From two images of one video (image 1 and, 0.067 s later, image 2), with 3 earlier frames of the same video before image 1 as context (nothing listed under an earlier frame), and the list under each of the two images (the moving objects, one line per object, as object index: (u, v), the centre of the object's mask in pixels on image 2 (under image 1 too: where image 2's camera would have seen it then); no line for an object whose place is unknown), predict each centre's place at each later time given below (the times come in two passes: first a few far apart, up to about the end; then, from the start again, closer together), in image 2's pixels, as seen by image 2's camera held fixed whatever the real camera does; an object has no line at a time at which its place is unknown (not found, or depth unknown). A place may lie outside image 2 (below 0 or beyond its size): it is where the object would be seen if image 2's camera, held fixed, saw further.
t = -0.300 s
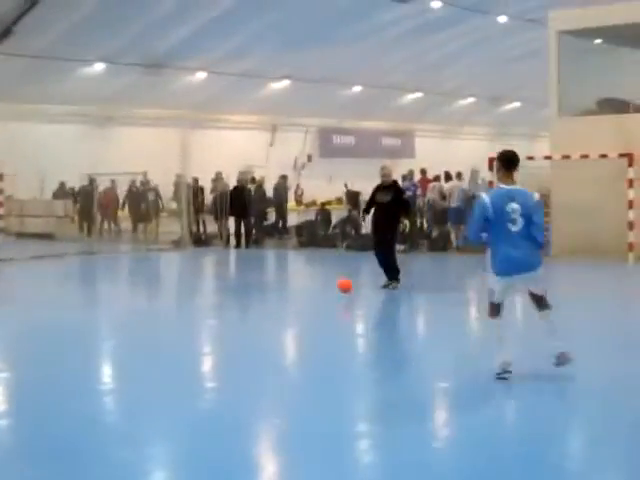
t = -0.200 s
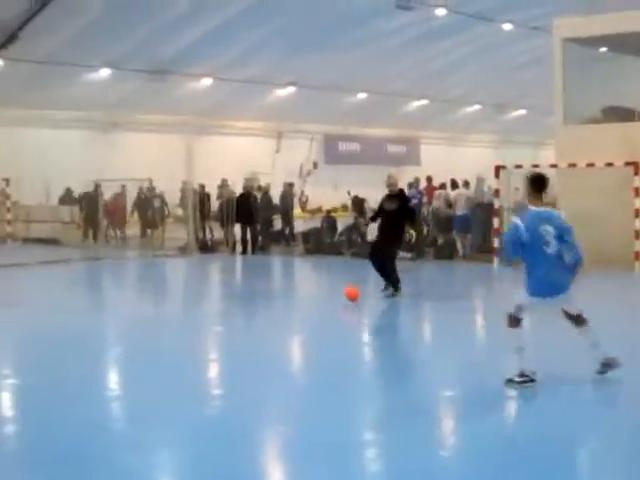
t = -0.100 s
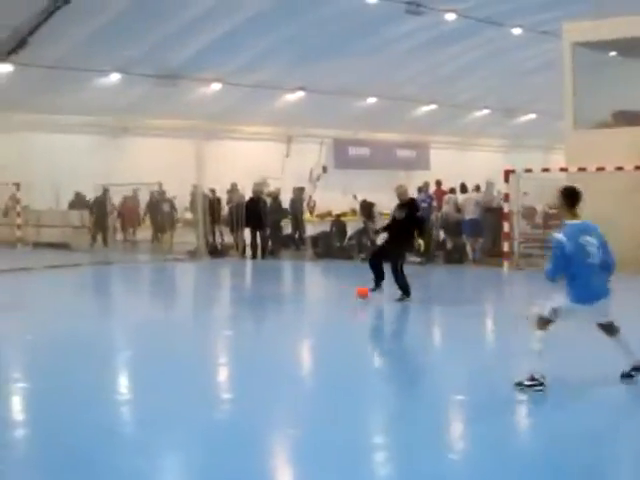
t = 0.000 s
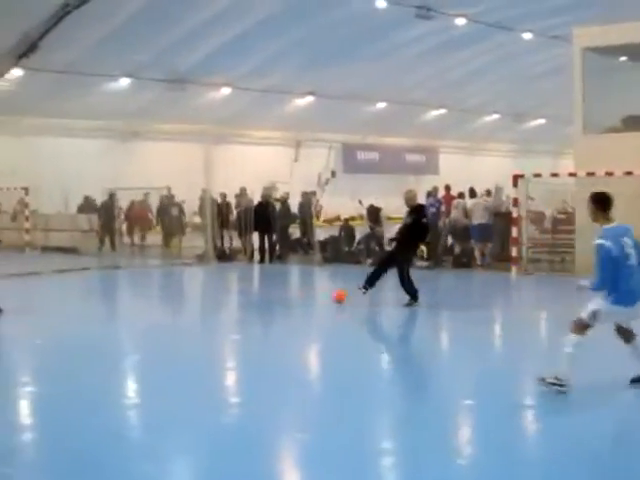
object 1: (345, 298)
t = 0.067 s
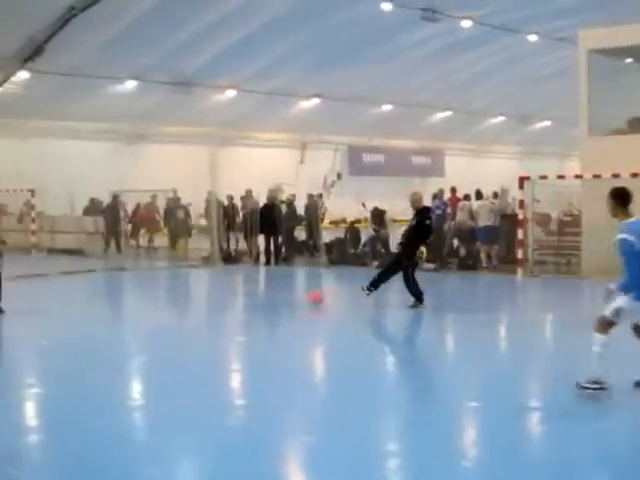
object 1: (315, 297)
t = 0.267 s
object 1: (243, 299)
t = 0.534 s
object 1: (167, 301)
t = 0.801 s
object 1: (100, 304)
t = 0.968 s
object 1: (57, 306)
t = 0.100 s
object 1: (303, 300)
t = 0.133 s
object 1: (290, 300)
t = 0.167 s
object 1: (277, 300)
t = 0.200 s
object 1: (265, 300)
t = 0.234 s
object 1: (254, 299)
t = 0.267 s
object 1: (243, 299)
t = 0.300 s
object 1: (232, 302)
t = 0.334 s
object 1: (221, 302)
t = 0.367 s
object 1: (212, 301)
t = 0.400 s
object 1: (201, 301)
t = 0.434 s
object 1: (193, 301)
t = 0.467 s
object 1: (183, 300)
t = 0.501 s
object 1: (176, 301)
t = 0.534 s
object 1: (167, 301)
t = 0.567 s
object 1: (158, 301)
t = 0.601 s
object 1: (149, 301)
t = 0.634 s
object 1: (141, 302)
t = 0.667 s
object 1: (133, 302)
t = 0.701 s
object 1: (123, 303)
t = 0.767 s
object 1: (107, 303)
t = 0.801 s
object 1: (100, 304)
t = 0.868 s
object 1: (82, 305)
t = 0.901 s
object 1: (74, 305)
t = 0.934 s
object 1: (66, 305)
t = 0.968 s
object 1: (57, 306)
